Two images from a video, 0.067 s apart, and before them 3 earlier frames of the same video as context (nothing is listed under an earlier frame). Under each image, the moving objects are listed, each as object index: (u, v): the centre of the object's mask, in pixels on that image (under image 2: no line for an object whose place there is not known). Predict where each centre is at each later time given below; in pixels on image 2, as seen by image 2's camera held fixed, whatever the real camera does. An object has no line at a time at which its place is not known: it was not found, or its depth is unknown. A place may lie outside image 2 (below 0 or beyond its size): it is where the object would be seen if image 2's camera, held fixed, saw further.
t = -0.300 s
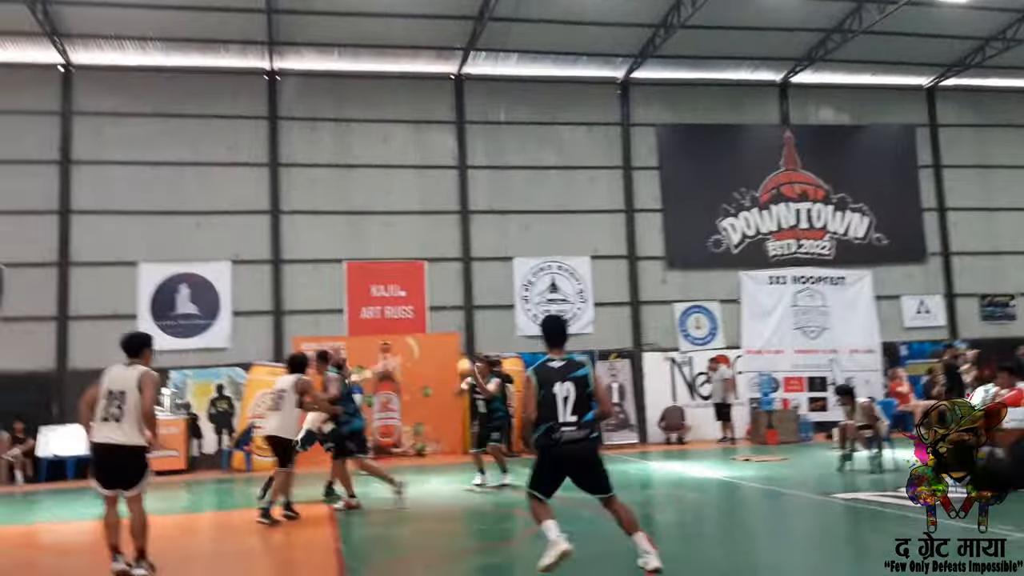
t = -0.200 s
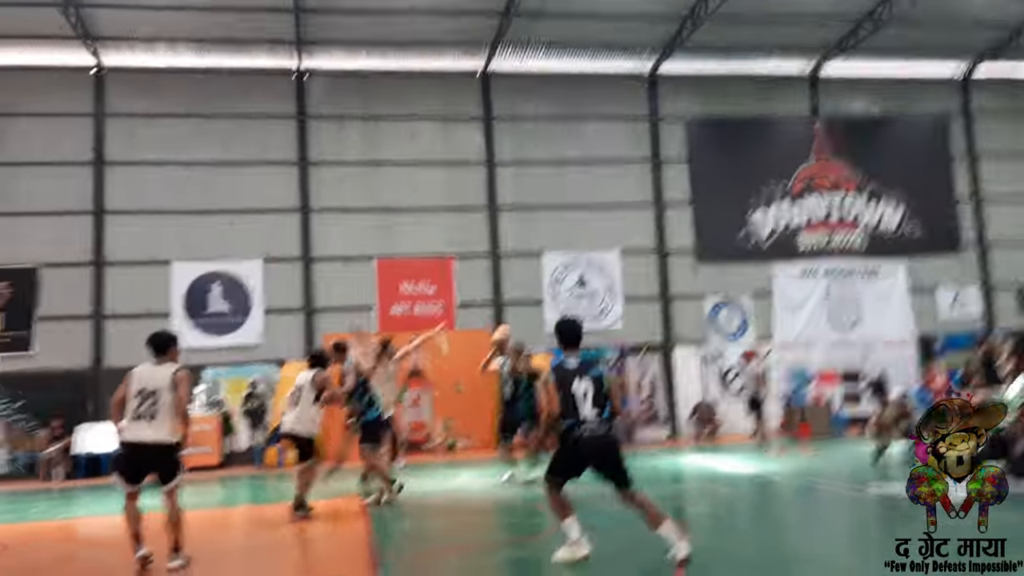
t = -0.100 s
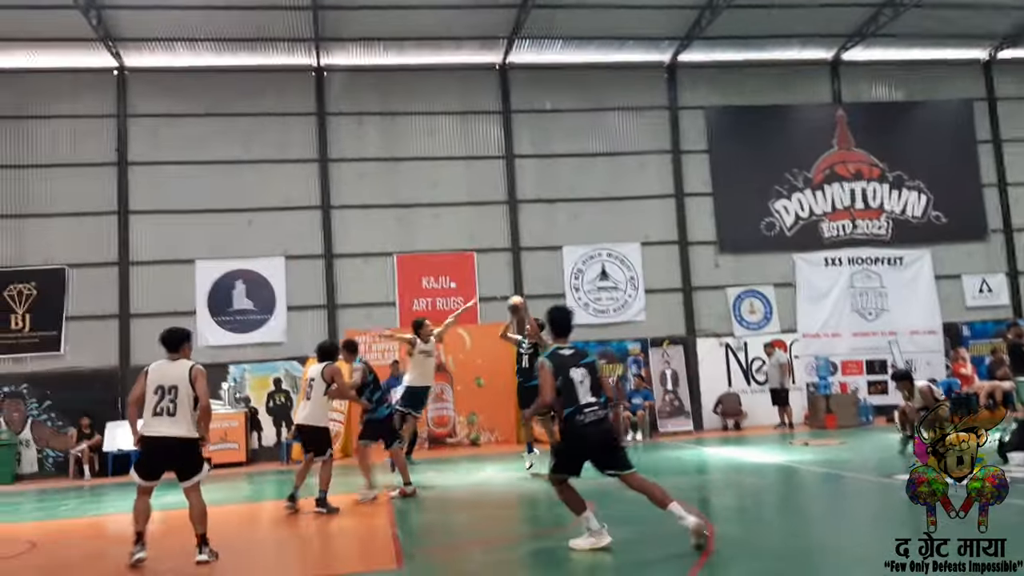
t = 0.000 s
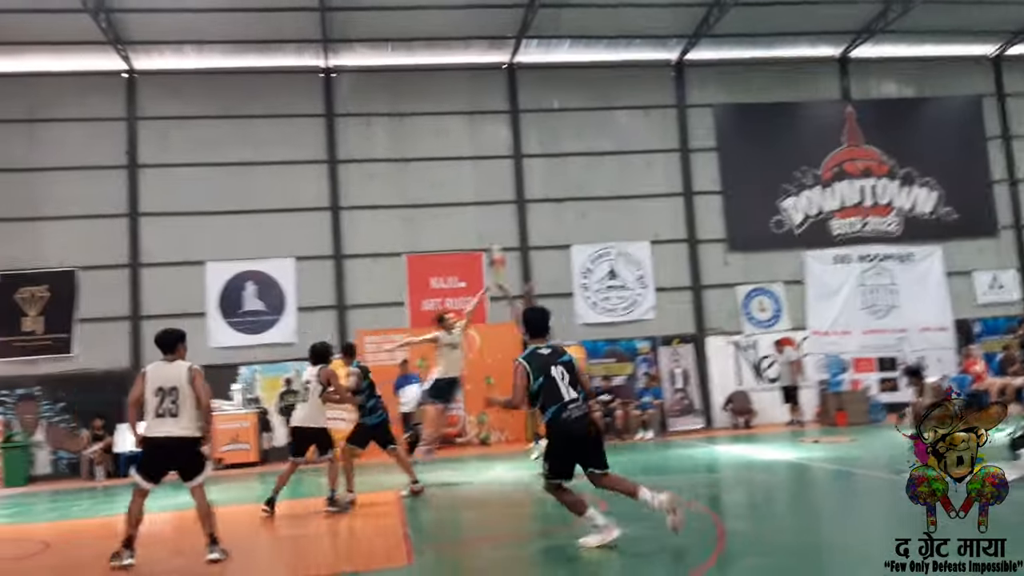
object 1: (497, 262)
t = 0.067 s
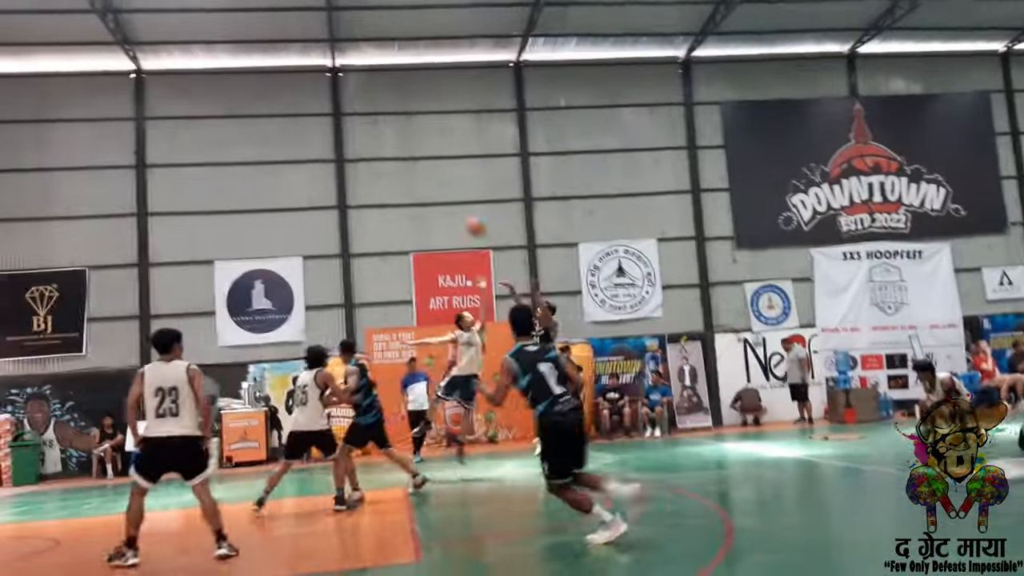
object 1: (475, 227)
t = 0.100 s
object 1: (461, 211)
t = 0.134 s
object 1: (445, 195)
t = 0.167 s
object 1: (431, 184)
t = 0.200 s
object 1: (418, 171)
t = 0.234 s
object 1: (403, 161)
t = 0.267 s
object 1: (387, 149)
